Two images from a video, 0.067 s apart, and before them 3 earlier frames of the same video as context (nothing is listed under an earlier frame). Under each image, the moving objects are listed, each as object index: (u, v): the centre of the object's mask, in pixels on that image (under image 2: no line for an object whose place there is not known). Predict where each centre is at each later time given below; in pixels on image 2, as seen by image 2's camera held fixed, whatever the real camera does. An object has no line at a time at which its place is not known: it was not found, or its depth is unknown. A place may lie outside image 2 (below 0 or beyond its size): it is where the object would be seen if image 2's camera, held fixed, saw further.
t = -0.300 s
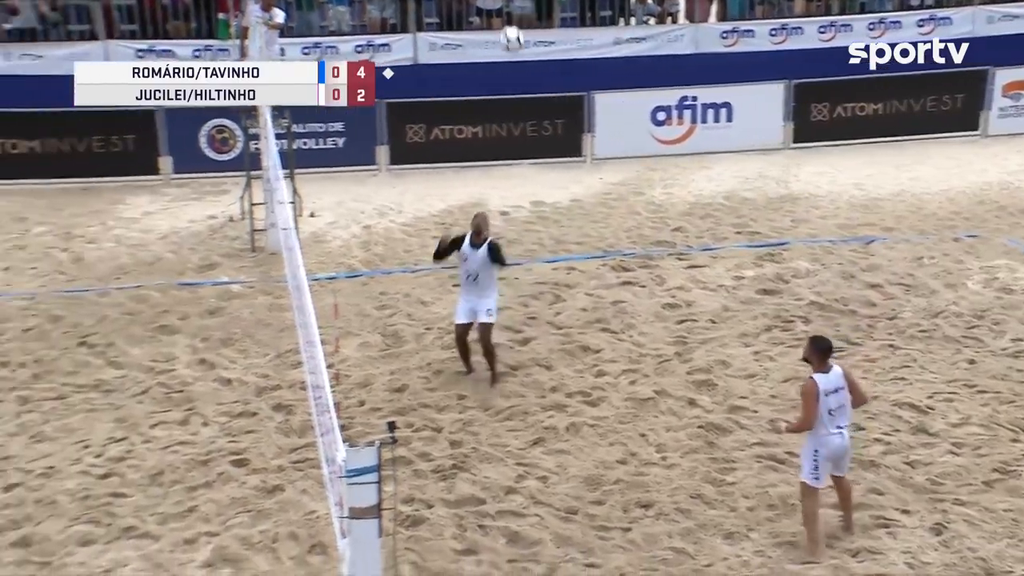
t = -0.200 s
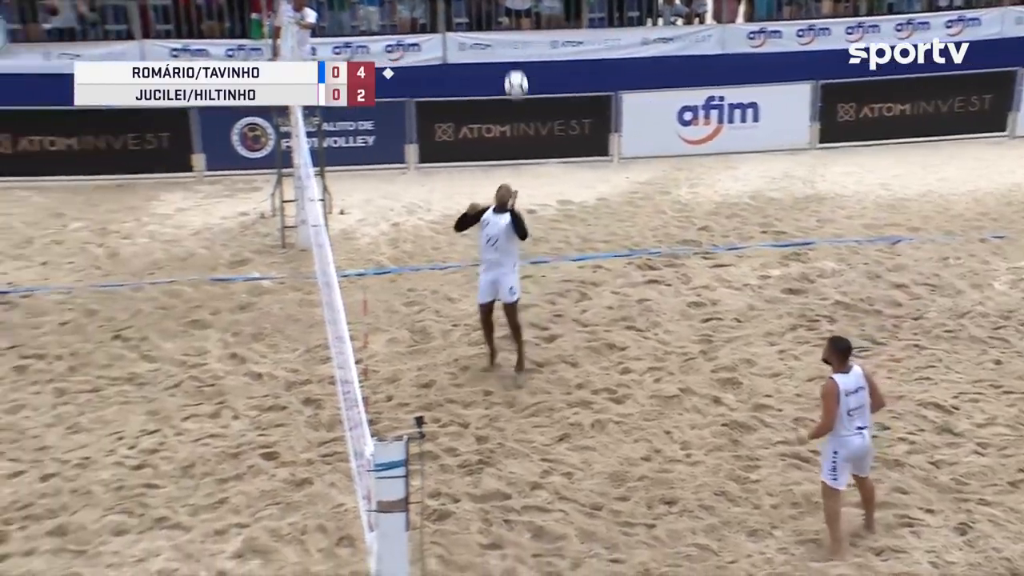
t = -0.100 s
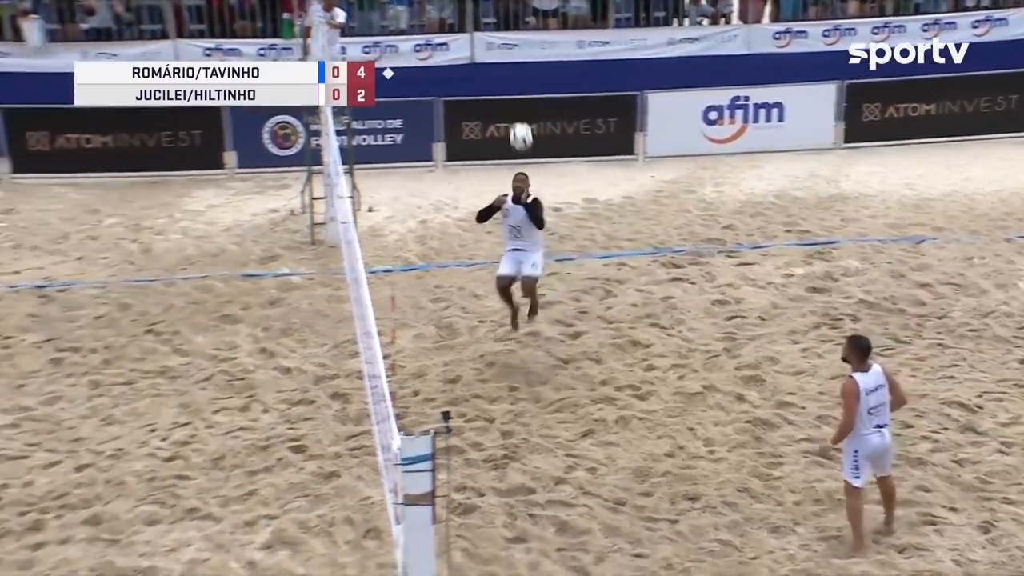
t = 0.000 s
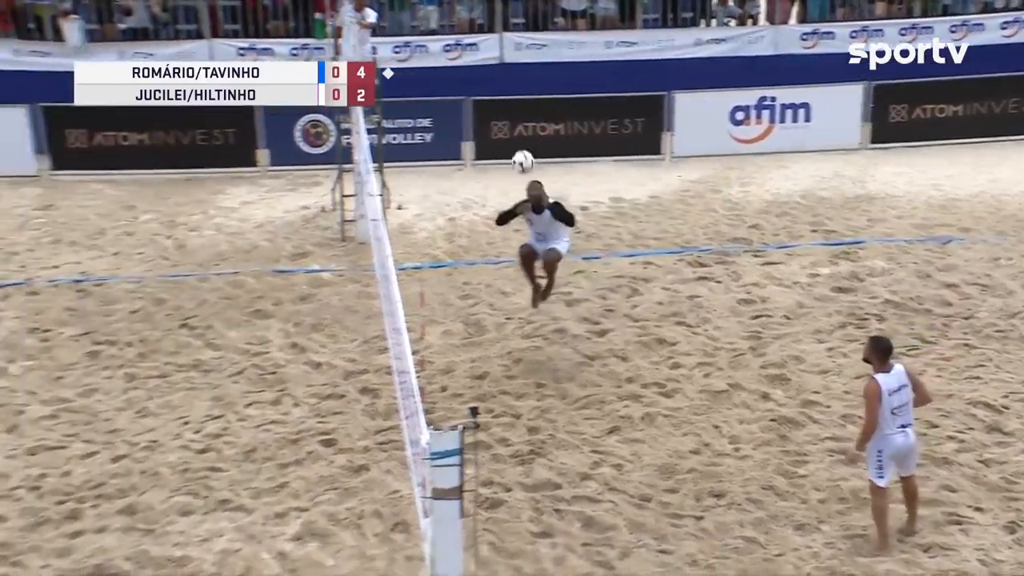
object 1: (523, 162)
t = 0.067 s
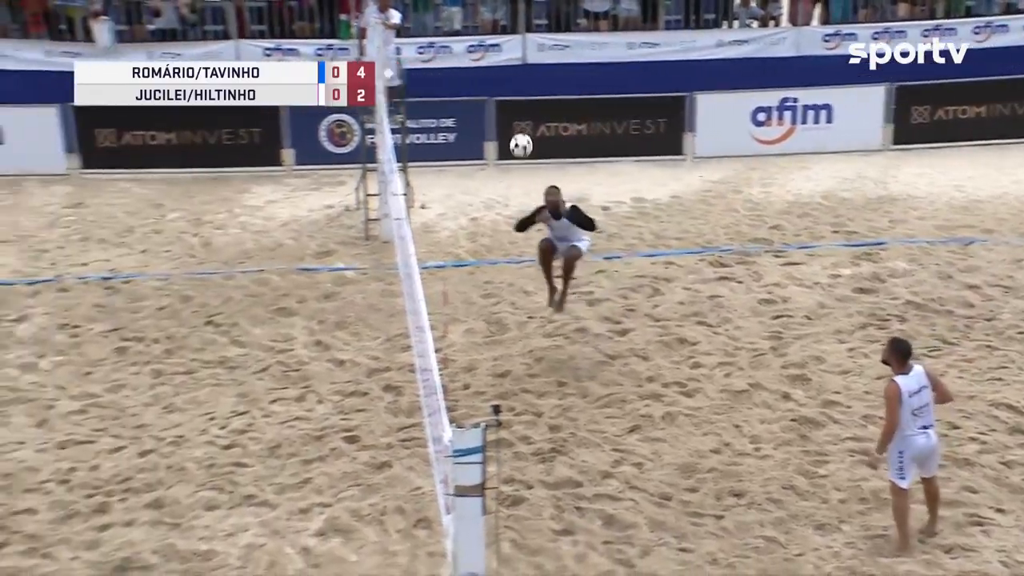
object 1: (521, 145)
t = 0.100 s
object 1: (509, 139)
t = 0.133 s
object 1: (499, 132)
